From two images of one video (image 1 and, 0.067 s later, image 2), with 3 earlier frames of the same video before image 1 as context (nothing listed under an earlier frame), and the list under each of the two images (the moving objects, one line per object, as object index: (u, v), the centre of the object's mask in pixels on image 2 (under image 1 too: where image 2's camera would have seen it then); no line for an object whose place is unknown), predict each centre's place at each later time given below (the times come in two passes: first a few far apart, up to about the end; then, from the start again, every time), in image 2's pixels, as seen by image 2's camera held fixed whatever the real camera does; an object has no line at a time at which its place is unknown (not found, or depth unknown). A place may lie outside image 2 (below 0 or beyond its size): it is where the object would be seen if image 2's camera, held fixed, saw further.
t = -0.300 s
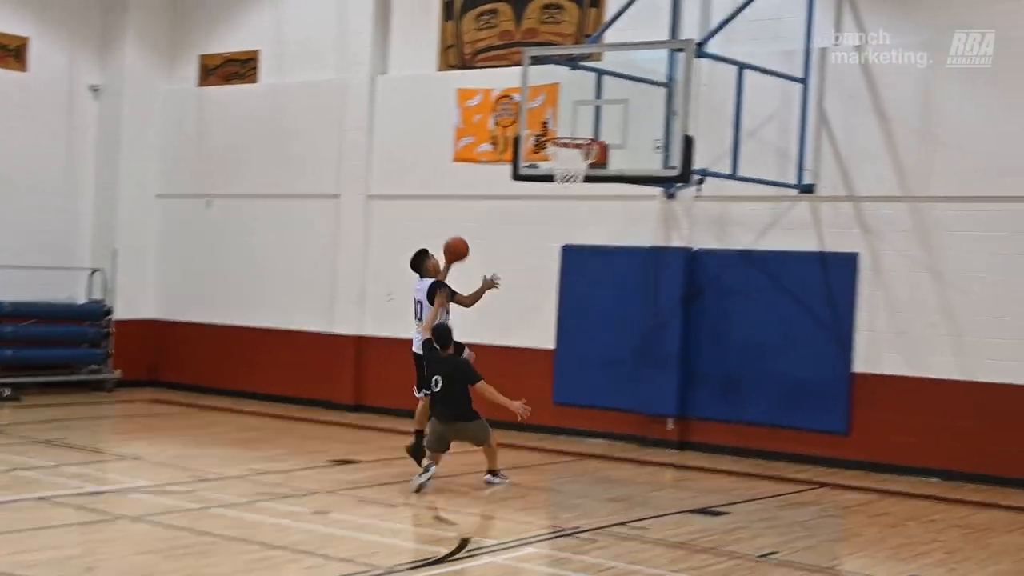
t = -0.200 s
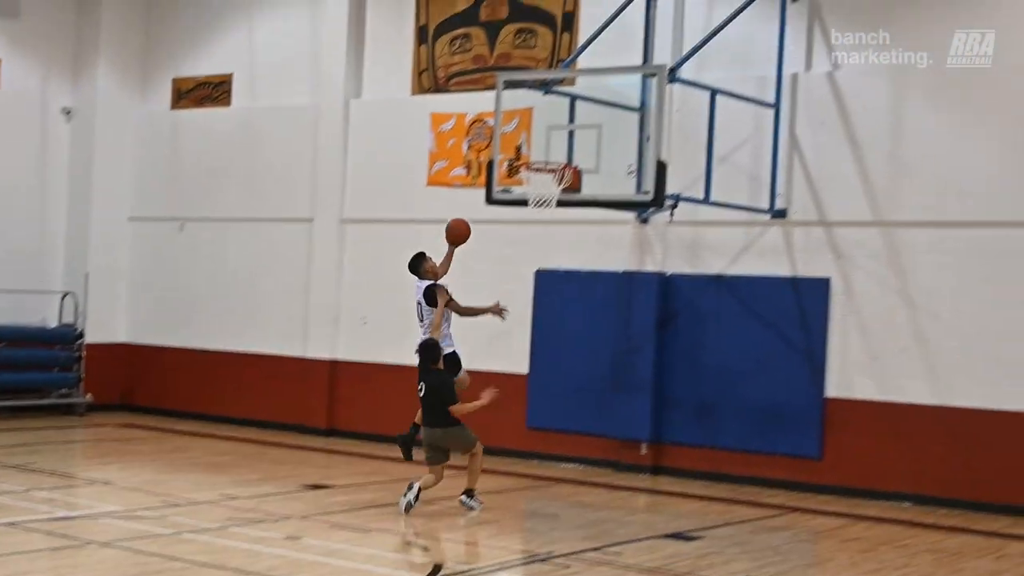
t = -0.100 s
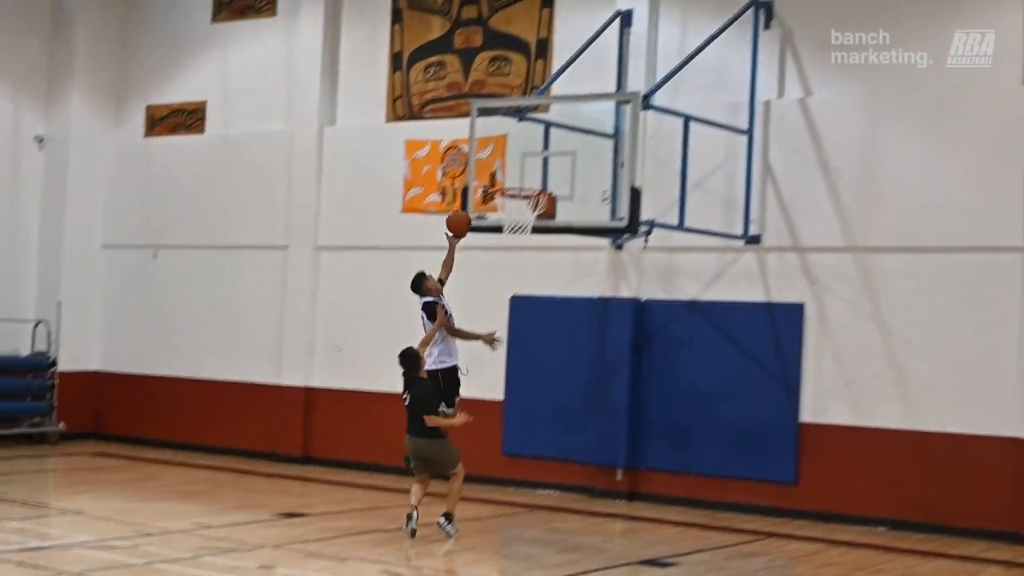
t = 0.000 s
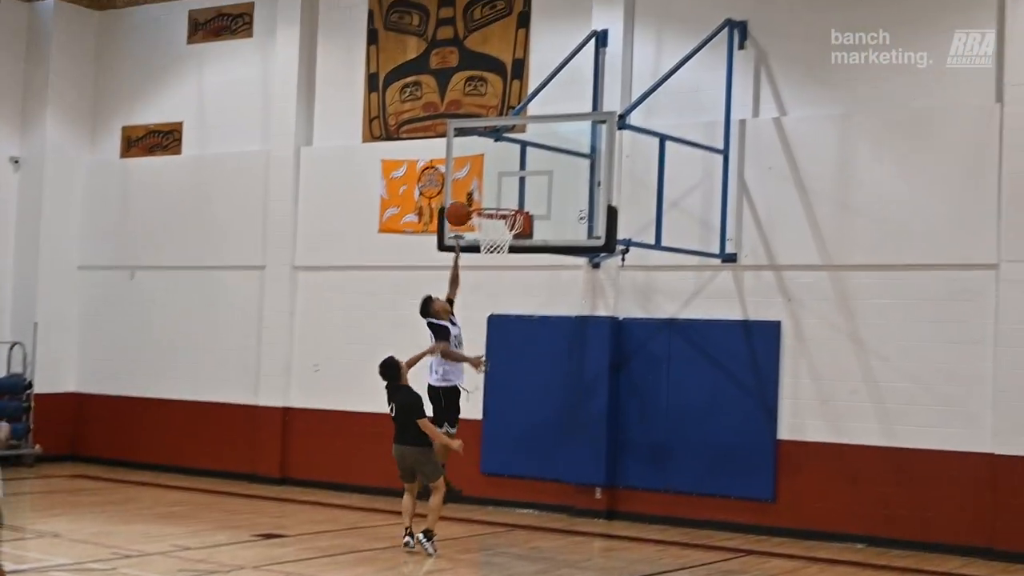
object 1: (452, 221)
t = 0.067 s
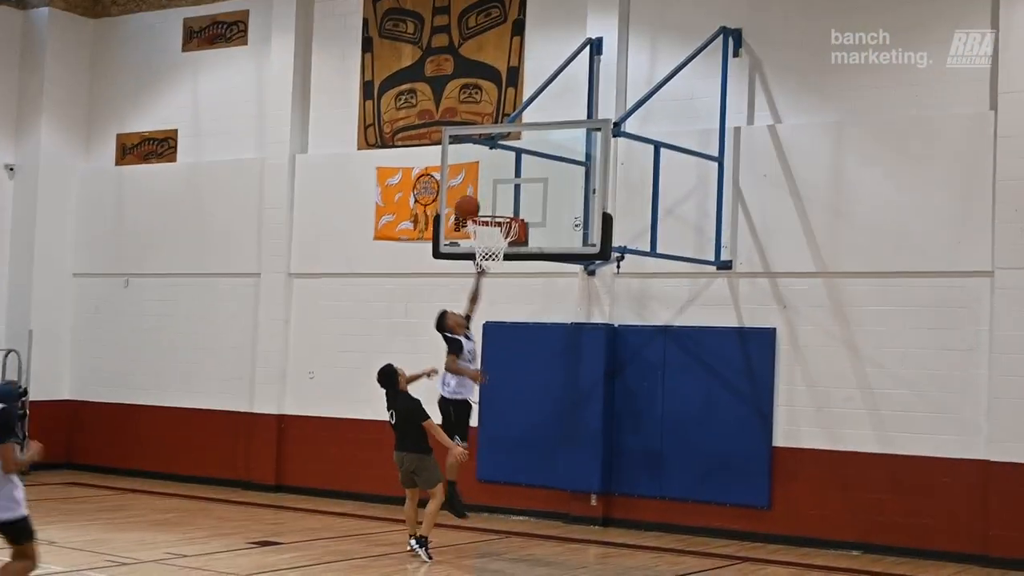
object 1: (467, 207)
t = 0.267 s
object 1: (492, 191)
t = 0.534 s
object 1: (496, 230)
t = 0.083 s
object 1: (470, 204)
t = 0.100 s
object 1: (474, 202)
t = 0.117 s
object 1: (478, 200)
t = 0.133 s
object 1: (481, 199)
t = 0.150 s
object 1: (484, 197)
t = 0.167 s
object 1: (488, 196)
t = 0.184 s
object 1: (488, 194)
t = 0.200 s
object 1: (489, 193)
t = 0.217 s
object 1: (490, 192)
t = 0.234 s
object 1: (491, 191)
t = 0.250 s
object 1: (491, 191)
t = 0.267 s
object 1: (492, 191)
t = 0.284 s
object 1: (492, 191)
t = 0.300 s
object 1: (493, 192)
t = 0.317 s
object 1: (493, 193)
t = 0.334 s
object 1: (494, 194)
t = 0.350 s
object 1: (494, 195)
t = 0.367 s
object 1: (495, 197)
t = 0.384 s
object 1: (495, 199)
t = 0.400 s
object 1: (496, 201)
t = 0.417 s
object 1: (496, 203)
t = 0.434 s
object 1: (497, 206)
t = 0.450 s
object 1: (497, 207)
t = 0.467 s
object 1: (498, 209)
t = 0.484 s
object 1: (498, 211)
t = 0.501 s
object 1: (497, 220)
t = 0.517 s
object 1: (495, 225)
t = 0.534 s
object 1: (496, 230)
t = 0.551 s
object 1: (500, 233)
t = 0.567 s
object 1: (499, 238)
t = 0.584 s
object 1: (498, 238)
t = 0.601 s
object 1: (497, 242)
